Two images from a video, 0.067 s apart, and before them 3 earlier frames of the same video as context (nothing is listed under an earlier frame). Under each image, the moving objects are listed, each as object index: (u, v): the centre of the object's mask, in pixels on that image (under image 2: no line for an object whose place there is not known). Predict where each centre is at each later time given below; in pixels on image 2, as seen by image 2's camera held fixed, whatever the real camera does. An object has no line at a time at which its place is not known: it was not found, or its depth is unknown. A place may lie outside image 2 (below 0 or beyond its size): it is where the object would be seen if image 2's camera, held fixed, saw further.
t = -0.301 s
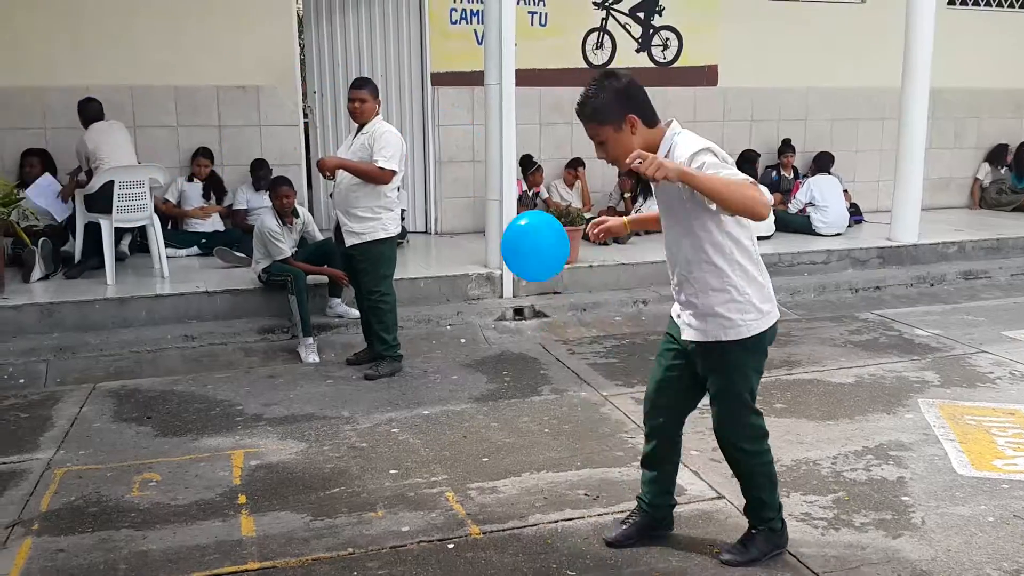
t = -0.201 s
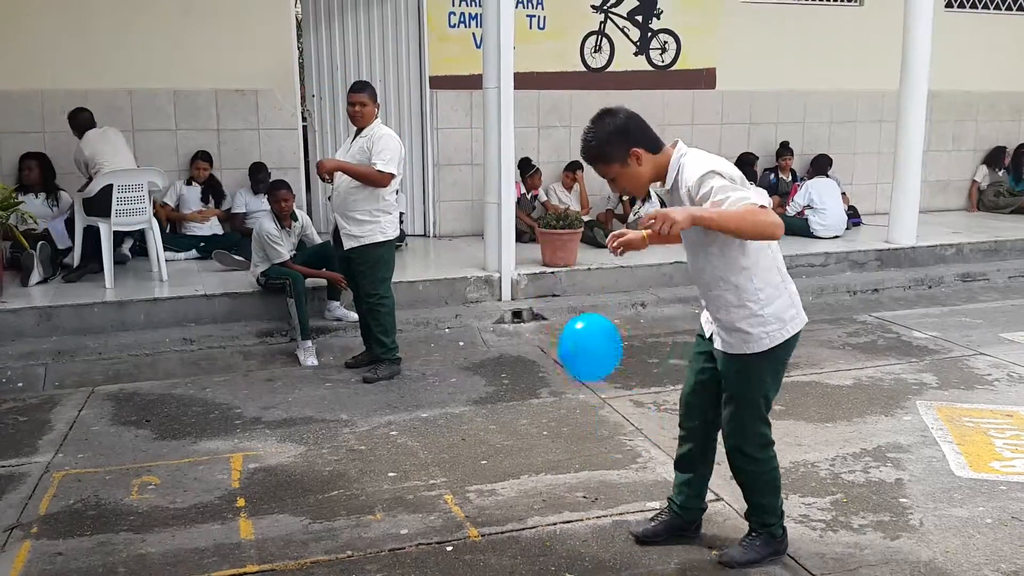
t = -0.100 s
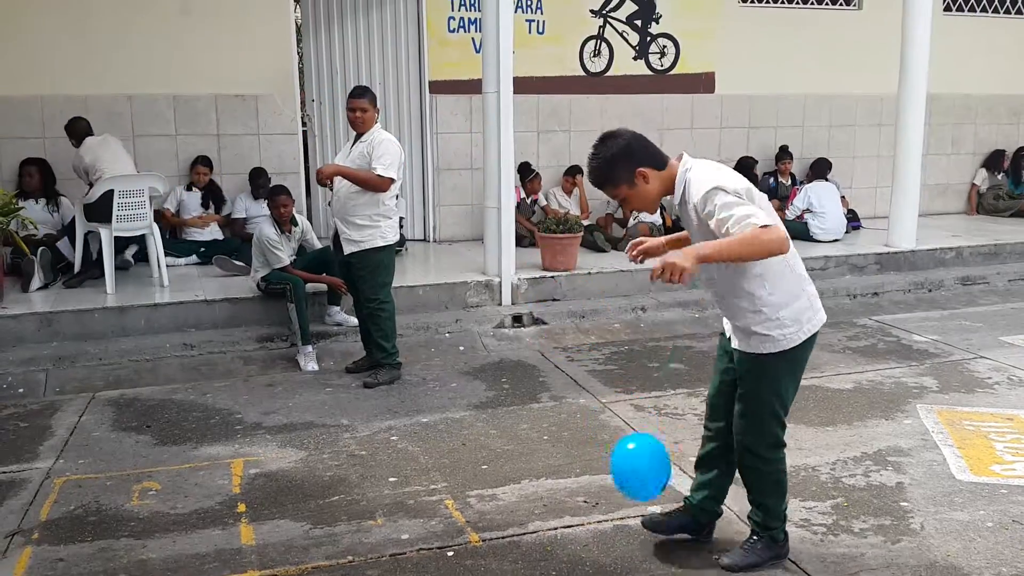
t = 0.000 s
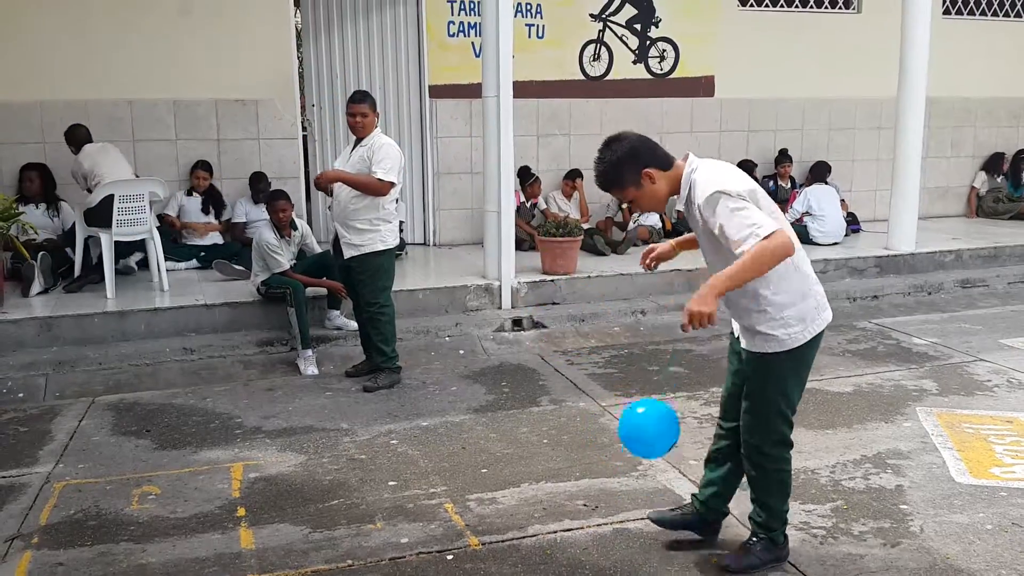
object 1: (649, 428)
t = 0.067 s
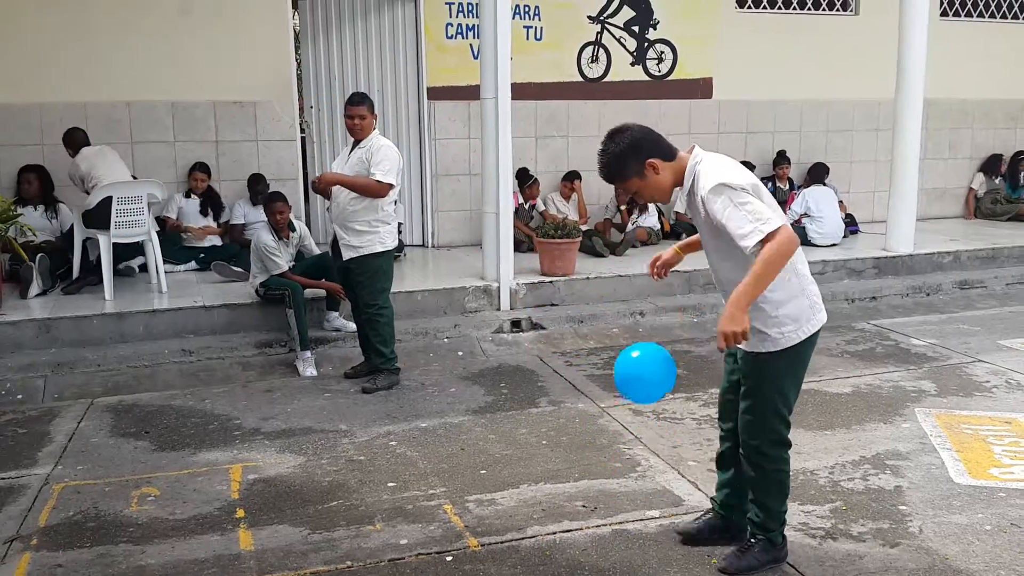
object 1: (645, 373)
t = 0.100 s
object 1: (643, 348)
